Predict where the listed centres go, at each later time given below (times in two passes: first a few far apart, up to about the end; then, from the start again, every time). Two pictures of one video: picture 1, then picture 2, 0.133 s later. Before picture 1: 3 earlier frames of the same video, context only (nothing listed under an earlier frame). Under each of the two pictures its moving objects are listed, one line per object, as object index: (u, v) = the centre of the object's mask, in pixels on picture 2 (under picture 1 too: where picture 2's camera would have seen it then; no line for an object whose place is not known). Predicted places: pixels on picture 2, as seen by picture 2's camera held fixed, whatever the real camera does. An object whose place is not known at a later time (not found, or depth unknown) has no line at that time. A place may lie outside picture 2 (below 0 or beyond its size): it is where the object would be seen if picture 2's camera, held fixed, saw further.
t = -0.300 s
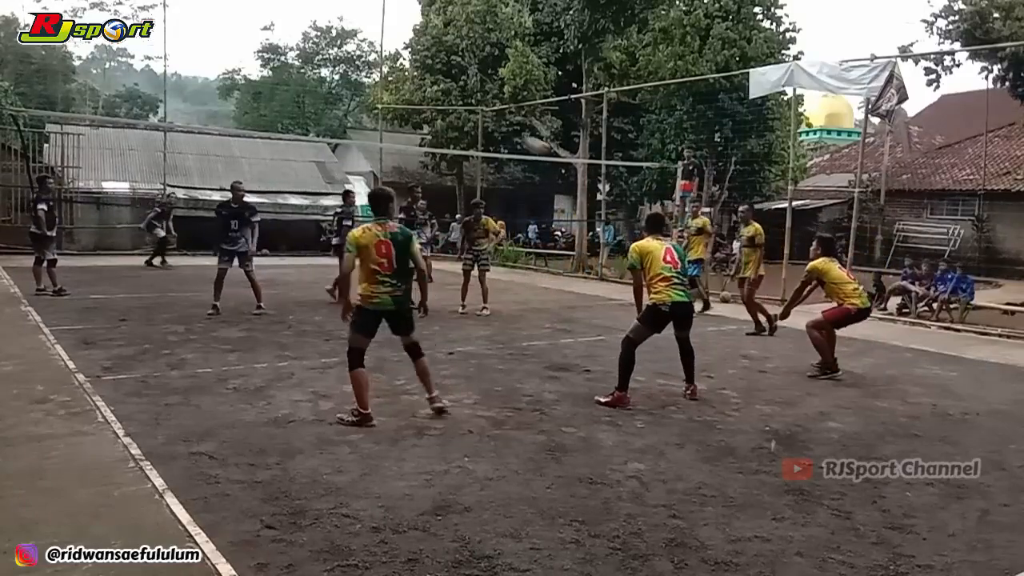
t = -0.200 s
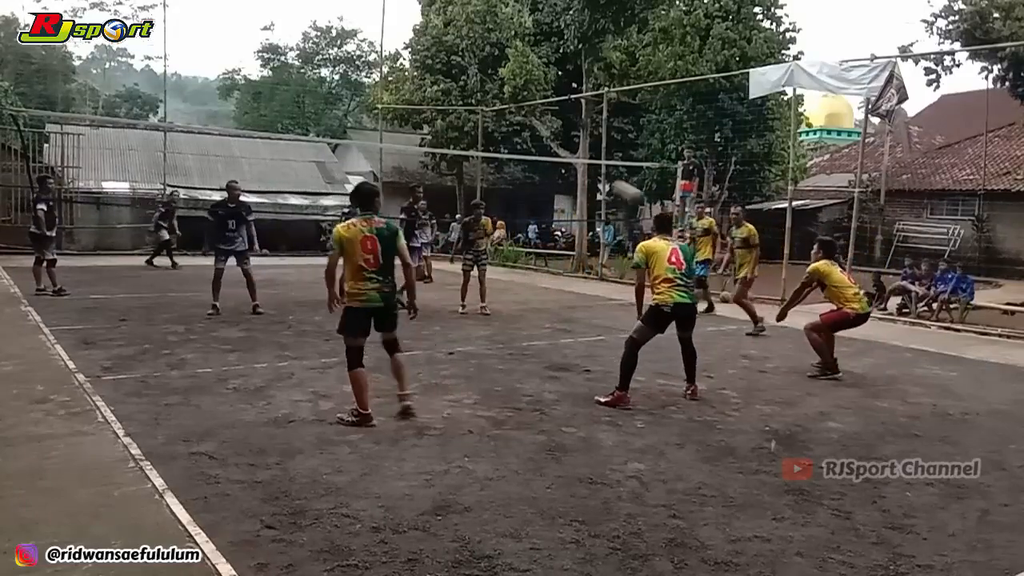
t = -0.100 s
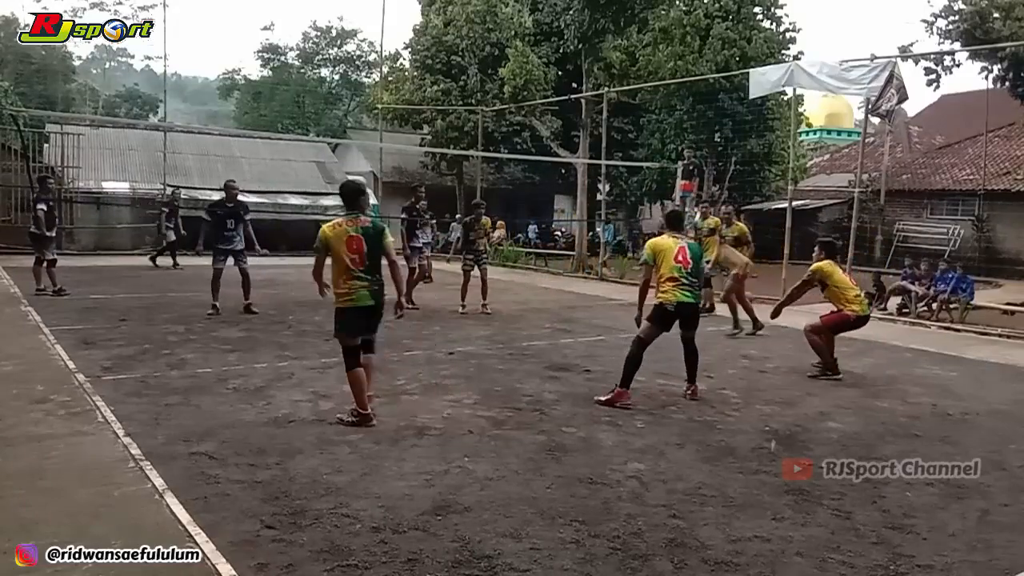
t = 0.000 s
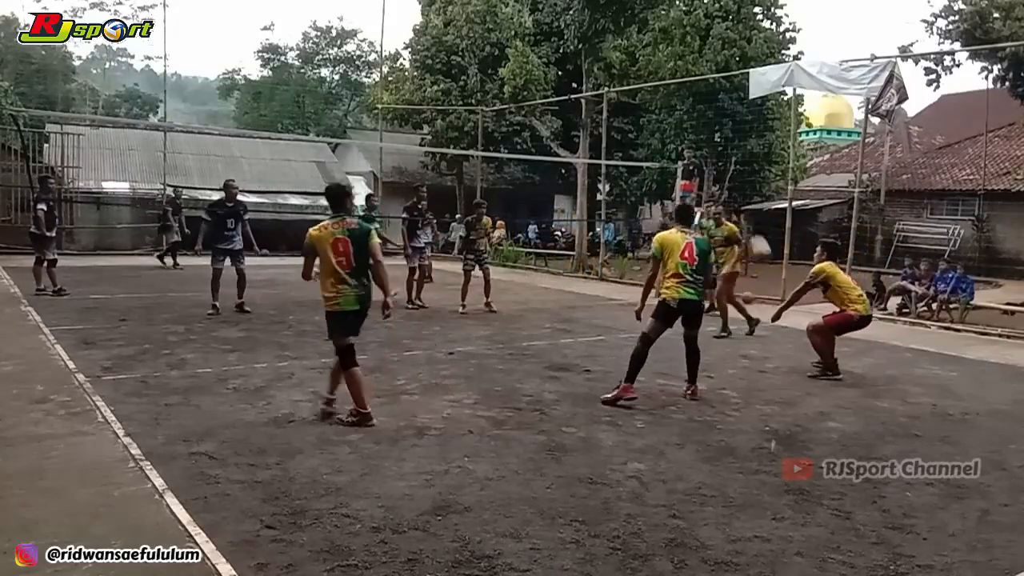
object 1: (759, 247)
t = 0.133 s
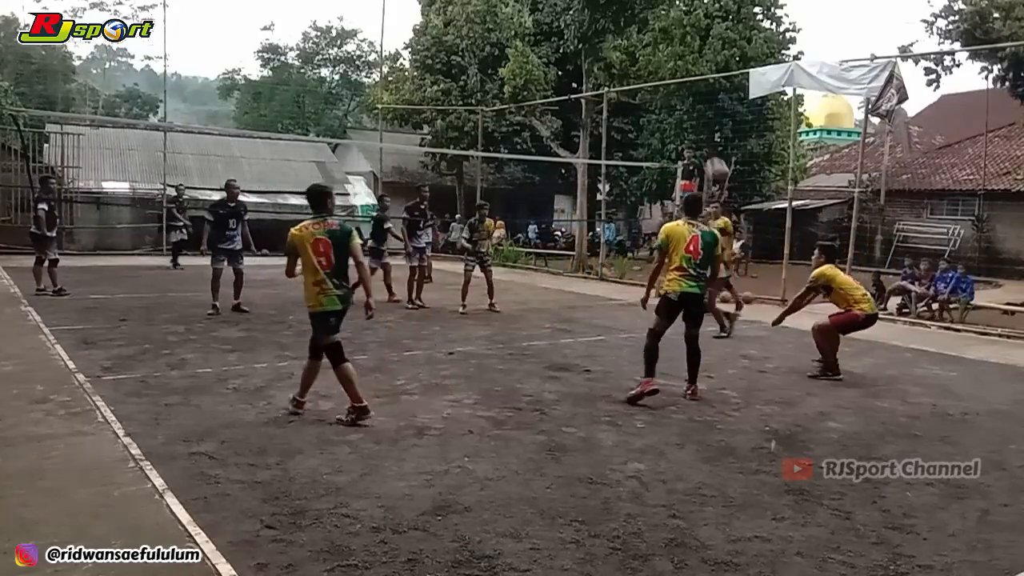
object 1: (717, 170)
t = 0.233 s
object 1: (688, 122)
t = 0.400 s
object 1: (640, 69)
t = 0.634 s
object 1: (580, 41)
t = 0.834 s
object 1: (530, 53)
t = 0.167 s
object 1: (707, 153)
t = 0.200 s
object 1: (697, 138)
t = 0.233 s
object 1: (688, 122)
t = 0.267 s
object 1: (678, 111)
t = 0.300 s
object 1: (668, 98)
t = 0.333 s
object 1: (658, 86)
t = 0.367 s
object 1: (649, 77)
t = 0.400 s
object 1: (640, 69)
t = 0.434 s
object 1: (631, 61)
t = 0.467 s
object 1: (624, 56)
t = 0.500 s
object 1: (614, 53)
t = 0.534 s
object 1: (604, 47)
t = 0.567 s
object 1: (597, 47)
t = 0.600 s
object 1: (588, 42)
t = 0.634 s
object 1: (580, 41)
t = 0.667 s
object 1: (571, 41)
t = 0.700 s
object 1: (564, 42)
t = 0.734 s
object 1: (554, 43)
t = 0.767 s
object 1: (547, 44)
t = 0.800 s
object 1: (538, 48)
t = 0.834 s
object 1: (530, 53)
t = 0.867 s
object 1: (523, 57)
